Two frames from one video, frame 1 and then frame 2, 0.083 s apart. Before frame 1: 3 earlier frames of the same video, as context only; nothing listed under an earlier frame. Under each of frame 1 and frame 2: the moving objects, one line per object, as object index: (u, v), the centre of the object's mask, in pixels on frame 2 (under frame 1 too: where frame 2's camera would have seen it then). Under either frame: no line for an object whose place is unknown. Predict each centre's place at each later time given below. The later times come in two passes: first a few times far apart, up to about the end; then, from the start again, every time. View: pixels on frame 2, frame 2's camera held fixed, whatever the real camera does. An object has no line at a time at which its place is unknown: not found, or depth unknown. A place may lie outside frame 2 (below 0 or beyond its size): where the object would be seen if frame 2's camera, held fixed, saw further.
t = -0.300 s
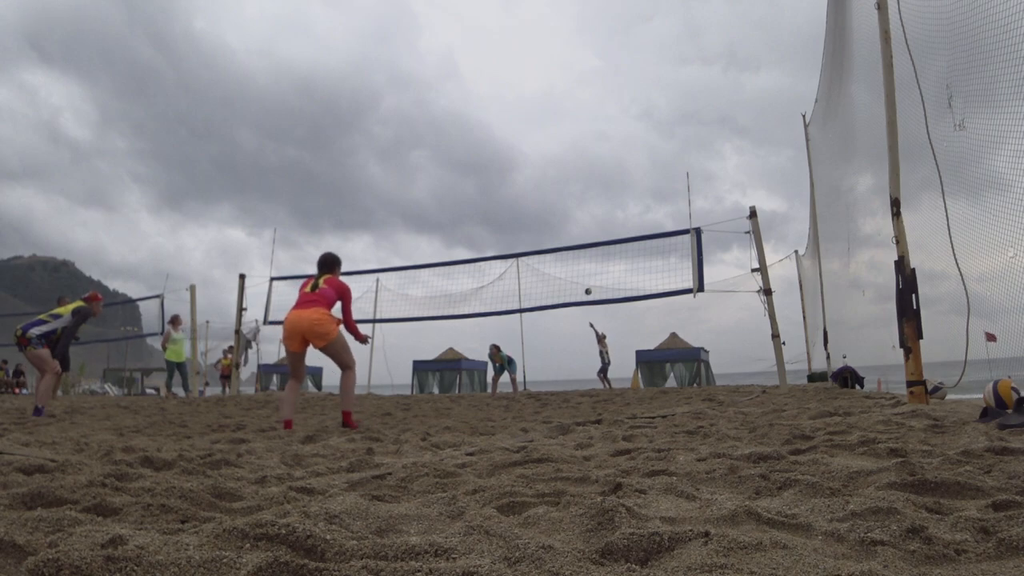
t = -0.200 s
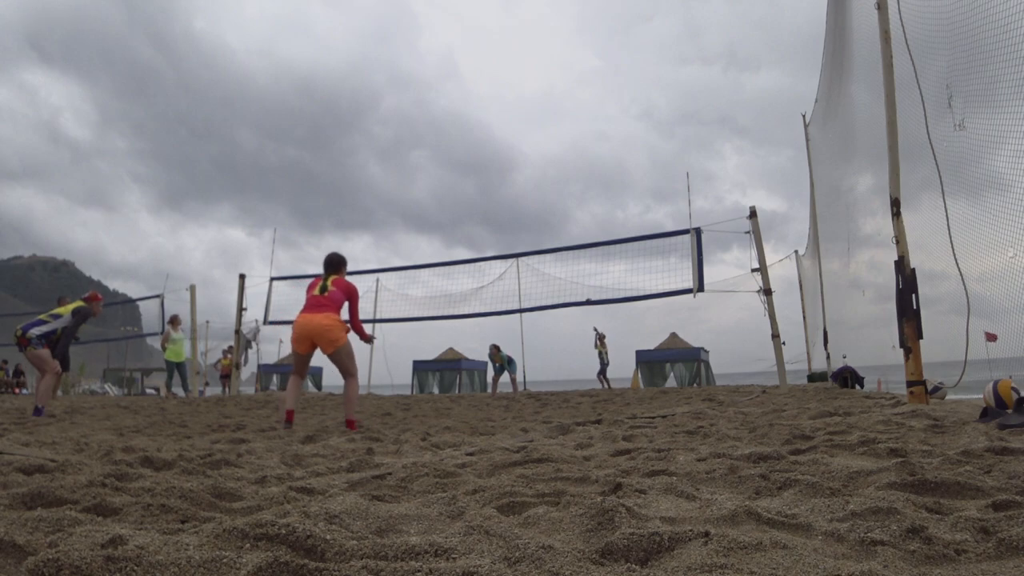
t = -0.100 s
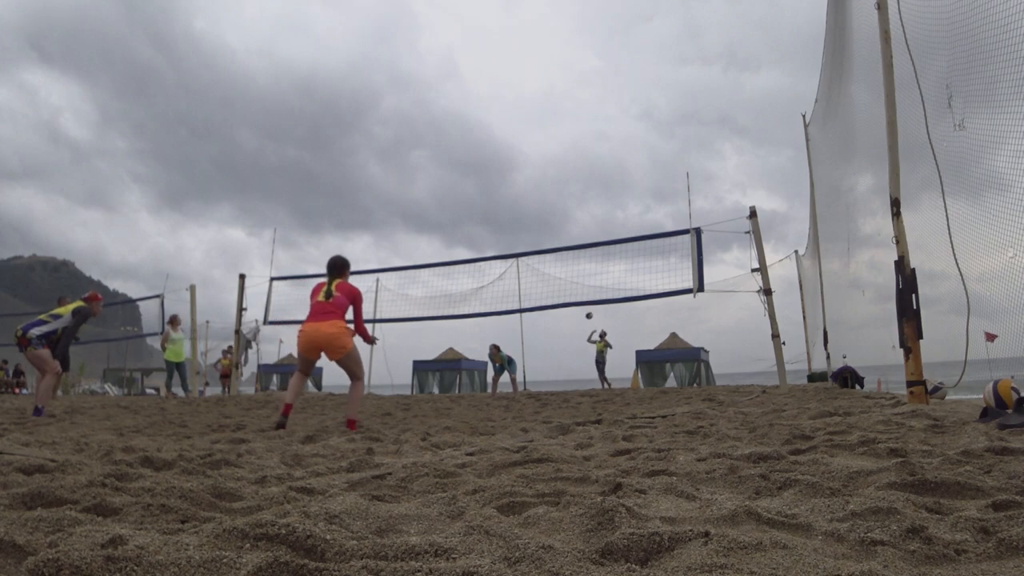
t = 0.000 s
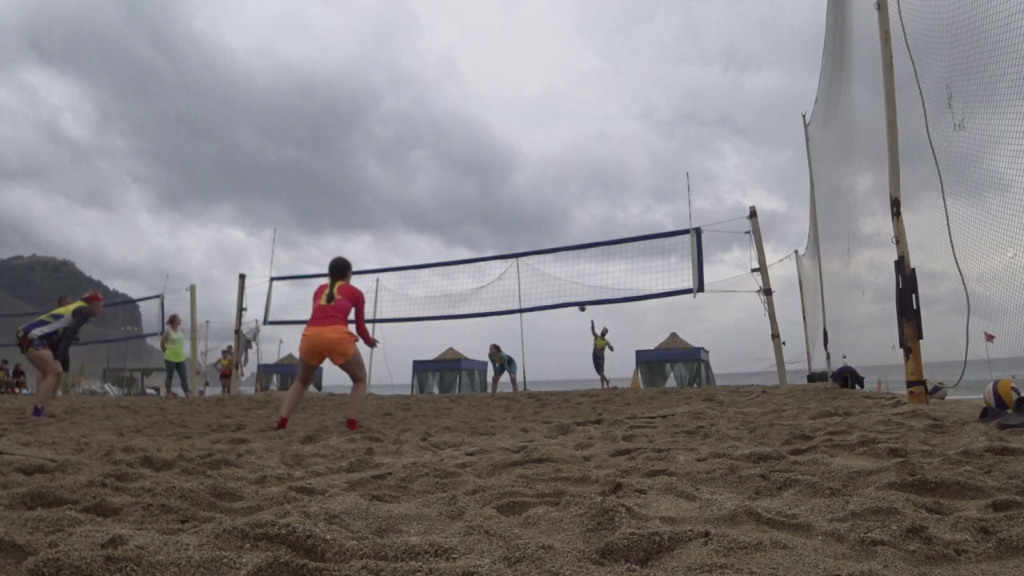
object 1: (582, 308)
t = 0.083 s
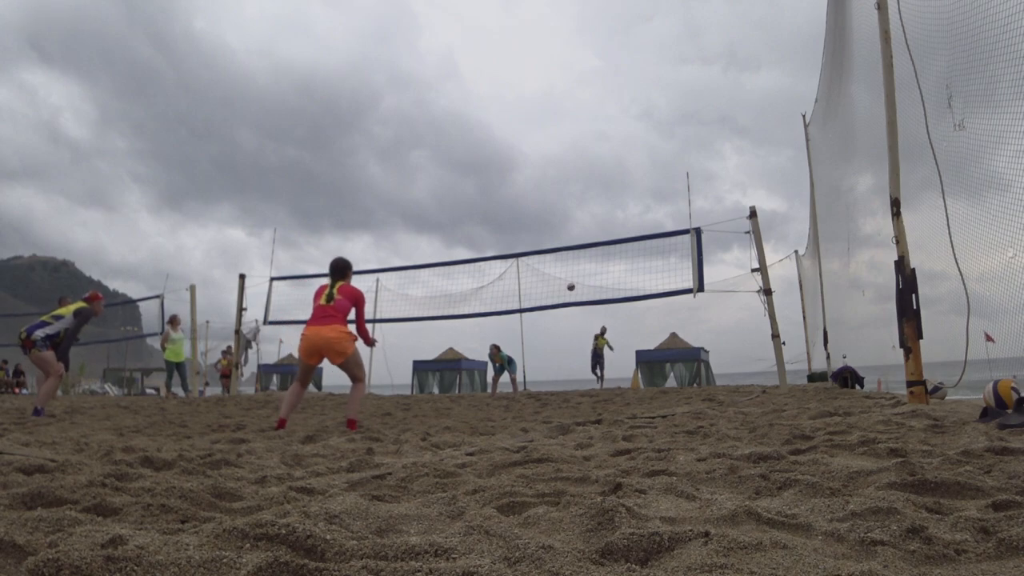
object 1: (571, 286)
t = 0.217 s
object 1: (550, 256)
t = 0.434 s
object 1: (506, 207)
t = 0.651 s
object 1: (448, 169)
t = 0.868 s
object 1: (362, 143)
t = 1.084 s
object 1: (222, 147)
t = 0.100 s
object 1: (568, 283)
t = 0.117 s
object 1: (566, 279)
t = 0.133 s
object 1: (563, 275)
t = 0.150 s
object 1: (561, 271)
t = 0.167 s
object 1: (558, 267)
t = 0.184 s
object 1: (555, 262)
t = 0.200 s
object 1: (553, 259)
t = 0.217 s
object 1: (550, 256)
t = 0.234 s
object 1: (547, 251)
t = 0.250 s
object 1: (544, 246)
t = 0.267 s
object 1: (541, 243)
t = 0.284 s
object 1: (538, 239)
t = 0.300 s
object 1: (534, 236)
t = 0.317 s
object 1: (531, 232)
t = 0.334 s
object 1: (528, 228)
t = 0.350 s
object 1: (525, 225)
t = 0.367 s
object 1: (521, 221)
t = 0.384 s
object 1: (518, 217)
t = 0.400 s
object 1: (514, 214)
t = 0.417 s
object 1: (510, 211)
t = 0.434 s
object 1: (506, 207)
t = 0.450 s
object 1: (503, 204)
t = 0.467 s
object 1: (498, 201)
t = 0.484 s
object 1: (494, 198)
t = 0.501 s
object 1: (490, 195)
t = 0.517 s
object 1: (486, 192)
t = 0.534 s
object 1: (482, 189)
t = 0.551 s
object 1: (478, 186)
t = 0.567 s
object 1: (473, 183)
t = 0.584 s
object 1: (468, 180)
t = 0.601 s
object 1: (463, 177)
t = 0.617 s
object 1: (458, 175)
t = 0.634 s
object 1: (453, 172)
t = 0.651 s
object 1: (448, 169)
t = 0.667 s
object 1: (442, 167)
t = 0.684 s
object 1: (437, 164)
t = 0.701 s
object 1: (431, 161)
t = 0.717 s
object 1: (425, 159)
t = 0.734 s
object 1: (419, 157)
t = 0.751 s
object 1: (412, 155)
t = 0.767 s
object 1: (406, 153)
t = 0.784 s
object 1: (399, 151)
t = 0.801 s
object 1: (392, 149)
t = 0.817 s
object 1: (385, 147)
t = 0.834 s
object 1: (378, 146)
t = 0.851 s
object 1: (370, 144)
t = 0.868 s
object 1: (362, 143)
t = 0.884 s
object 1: (354, 142)
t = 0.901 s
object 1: (345, 141)
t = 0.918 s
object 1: (336, 140)
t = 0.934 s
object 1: (327, 140)
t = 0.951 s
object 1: (317, 140)
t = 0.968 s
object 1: (307, 140)
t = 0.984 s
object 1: (296, 140)
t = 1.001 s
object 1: (285, 140)
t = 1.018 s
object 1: (274, 140)
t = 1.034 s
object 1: (262, 141)
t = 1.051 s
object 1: (249, 143)
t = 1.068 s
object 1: (236, 144)
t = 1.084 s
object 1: (222, 147)
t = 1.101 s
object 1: (208, 149)
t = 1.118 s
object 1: (193, 152)
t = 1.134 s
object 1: (178, 156)
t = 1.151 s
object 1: (161, 160)
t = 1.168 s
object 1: (144, 164)
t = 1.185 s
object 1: (126, 169)
